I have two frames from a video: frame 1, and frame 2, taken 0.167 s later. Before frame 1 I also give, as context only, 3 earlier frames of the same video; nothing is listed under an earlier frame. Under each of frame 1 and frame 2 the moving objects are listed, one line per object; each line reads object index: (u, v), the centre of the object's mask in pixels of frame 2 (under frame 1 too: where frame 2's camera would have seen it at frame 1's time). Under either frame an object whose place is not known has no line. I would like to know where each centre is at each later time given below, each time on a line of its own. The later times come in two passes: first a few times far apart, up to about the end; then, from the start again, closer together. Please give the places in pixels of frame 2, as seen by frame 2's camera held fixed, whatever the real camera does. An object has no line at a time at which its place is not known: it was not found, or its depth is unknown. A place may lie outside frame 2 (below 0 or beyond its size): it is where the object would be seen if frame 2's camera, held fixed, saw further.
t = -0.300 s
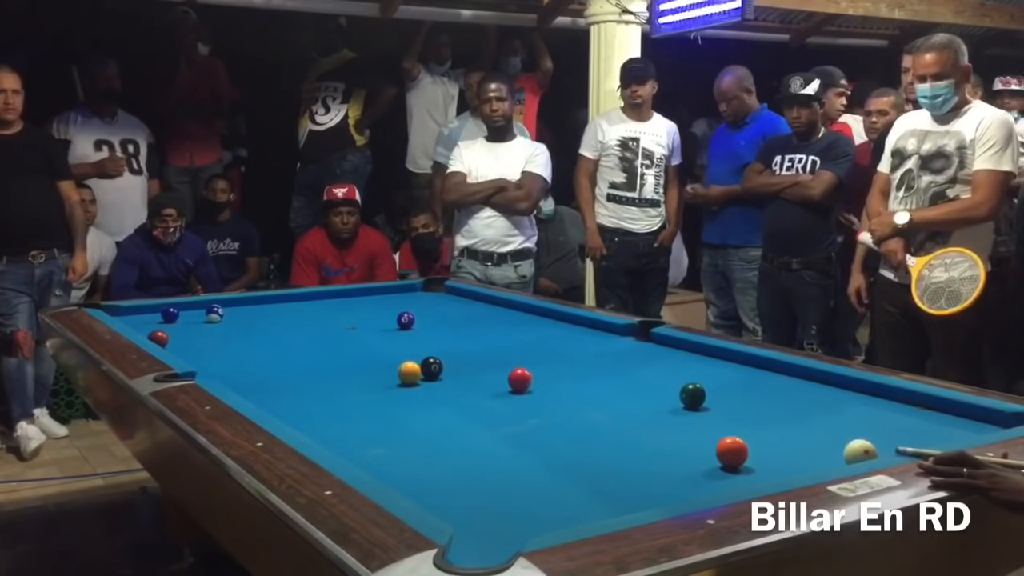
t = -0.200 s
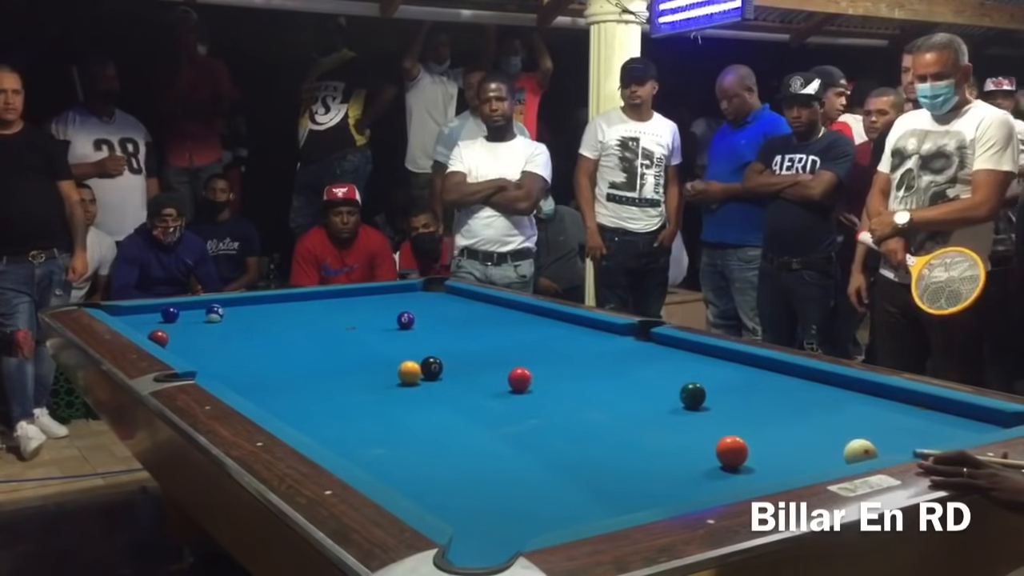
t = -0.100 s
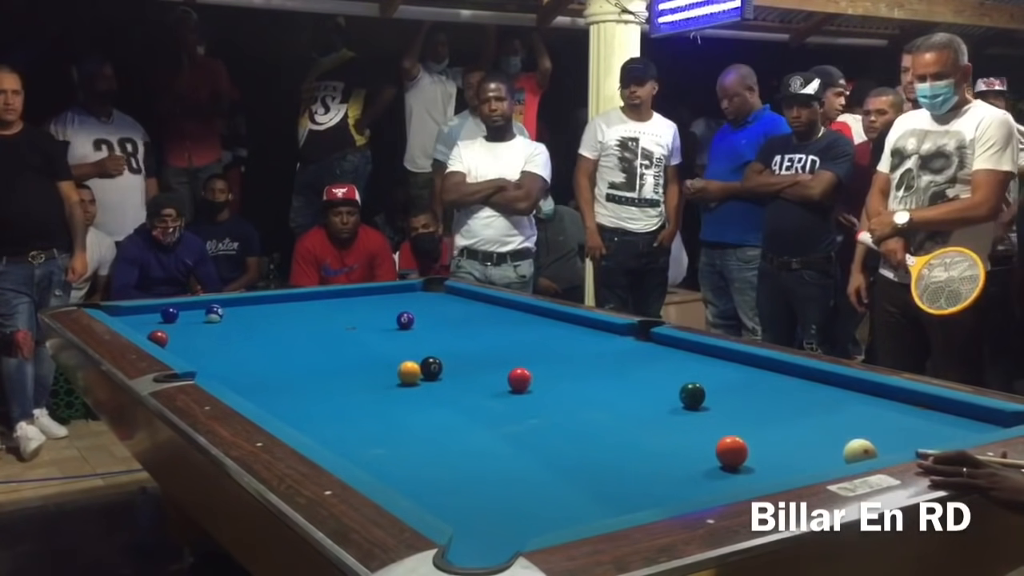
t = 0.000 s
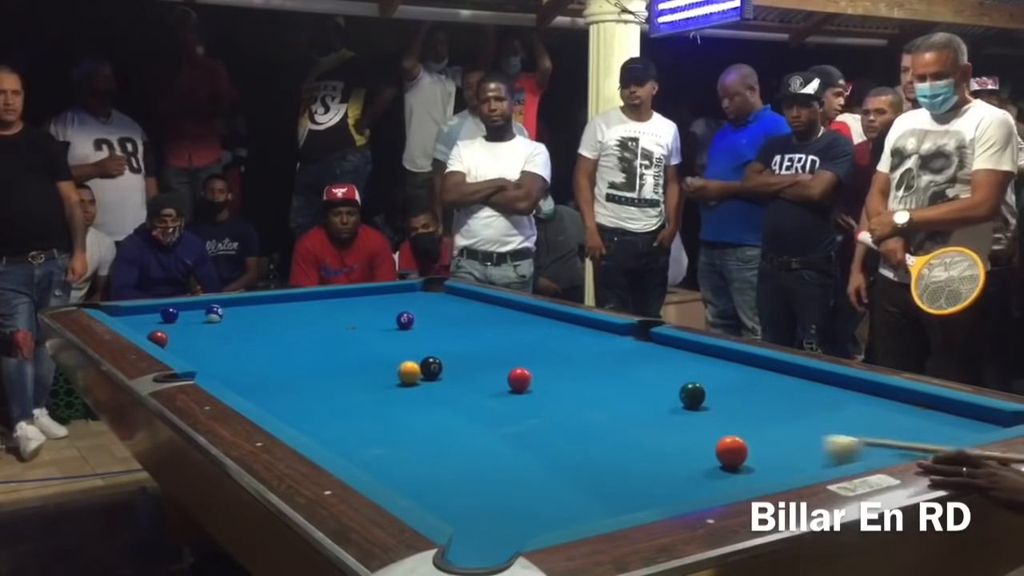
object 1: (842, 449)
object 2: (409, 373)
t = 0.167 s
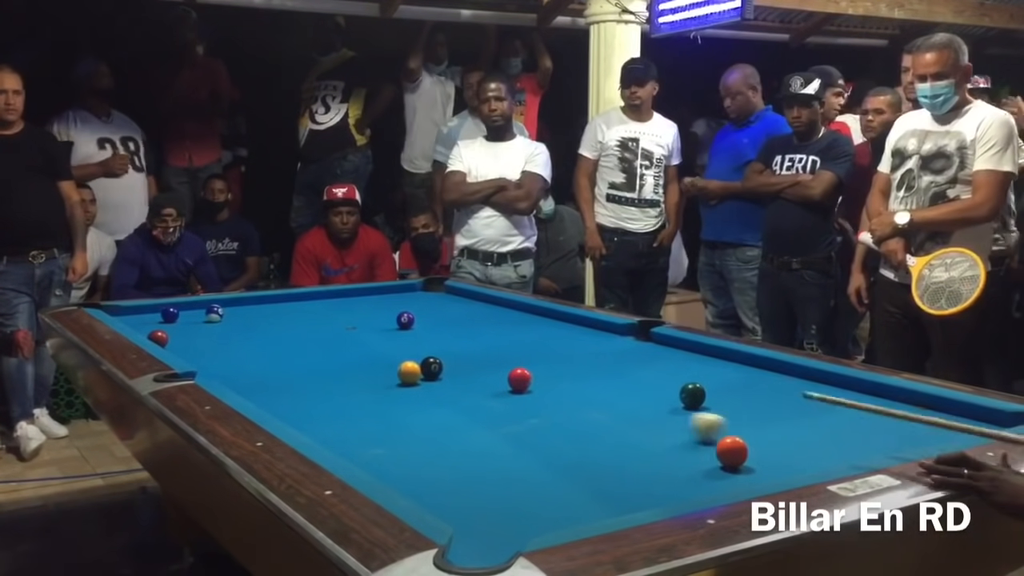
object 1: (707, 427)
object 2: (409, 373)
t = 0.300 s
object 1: (615, 411)
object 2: (409, 373)
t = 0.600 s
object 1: (446, 380)
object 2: (409, 373)
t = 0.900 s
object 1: (391, 374)
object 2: (335, 357)
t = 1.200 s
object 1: (349, 370)
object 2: (271, 343)
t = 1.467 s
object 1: (315, 366)
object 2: (221, 332)
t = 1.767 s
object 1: (281, 363)
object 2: (173, 321)
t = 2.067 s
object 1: (250, 360)
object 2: (132, 312)
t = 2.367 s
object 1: (223, 357)
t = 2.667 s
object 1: (199, 354)
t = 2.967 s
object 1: (179, 349)
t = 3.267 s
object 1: (175, 346)
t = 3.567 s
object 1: (179, 346)
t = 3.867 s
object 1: (181, 345)
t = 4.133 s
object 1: (182, 344)
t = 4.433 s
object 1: (183, 344)
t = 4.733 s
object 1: (183, 344)
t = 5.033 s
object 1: (183, 344)
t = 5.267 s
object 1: (183, 344)
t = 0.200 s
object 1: (683, 423)
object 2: (409, 373)
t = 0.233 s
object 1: (660, 419)
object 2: (409, 373)
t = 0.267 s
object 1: (637, 415)
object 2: (409, 373)
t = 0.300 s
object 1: (615, 411)
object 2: (409, 373)
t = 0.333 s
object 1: (594, 407)
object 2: (409, 373)
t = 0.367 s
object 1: (574, 404)
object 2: (409, 373)
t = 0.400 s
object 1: (553, 400)
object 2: (409, 373)
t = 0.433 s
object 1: (535, 397)
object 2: (409, 373)
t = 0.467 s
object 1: (515, 393)
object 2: (409, 373)
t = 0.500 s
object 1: (497, 389)
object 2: (409, 373)
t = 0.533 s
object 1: (479, 387)
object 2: (409, 373)
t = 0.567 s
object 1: (462, 383)
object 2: (409, 373)
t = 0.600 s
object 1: (446, 380)
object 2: (409, 373)
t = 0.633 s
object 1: (430, 378)
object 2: (408, 373)
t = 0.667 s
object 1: (423, 377)
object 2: (400, 371)
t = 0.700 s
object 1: (421, 378)
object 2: (388, 368)
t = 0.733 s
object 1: (417, 377)
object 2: (377, 366)
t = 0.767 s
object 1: (412, 377)
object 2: (368, 364)
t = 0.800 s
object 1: (407, 376)
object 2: (360, 362)
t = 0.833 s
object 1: (402, 375)
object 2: (351, 360)
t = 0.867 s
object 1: (396, 375)
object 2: (343, 359)
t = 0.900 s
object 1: (391, 374)
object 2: (335, 357)
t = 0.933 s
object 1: (387, 373)
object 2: (327, 355)
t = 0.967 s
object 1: (381, 373)
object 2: (319, 353)
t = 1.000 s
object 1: (377, 372)
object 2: (312, 352)
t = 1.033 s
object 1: (372, 372)
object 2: (305, 350)
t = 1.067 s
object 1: (367, 372)
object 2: (298, 349)
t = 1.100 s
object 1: (363, 371)
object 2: (291, 347)
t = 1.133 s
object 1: (358, 371)
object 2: (284, 346)
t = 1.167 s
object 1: (353, 370)
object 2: (277, 344)
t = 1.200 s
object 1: (349, 370)
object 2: (271, 343)
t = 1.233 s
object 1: (345, 369)
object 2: (264, 341)
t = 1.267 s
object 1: (340, 369)
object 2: (258, 340)
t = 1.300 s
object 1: (336, 368)
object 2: (252, 339)
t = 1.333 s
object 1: (332, 368)
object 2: (245, 337)
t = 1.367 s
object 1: (328, 367)
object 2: (239, 336)
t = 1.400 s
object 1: (323, 367)
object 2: (233, 335)
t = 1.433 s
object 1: (319, 367)
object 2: (227, 333)
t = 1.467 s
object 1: (315, 366)
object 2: (221, 332)
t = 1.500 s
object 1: (311, 366)
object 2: (216, 331)
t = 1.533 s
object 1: (307, 365)
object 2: (210, 330)
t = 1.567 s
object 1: (304, 365)
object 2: (204, 328)
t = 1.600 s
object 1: (299, 365)
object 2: (199, 327)
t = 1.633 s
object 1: (296, 364)
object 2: (194, 326)
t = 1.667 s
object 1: (292, 364)
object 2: (189, 325)
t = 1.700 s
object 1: (288, 363)
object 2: (183, 324)
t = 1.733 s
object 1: (284, 363)
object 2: (178, 323)
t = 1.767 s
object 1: (281, 363)
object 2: (173, 321)
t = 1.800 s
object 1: (277, 362)
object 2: (169, 320)
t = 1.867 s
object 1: (270, 362)
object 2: (159, 318)
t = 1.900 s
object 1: (267, 361)
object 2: (154, 317)
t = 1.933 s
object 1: (264, 361)
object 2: (150, 316)
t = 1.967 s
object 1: (260, 360)
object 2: (145, 315)
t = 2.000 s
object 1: (257, 360)
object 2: (141, 314)
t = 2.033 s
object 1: (253, 360)
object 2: (136, 313)
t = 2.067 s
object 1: (250, 360)
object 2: (132, 312)
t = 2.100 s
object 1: (247, 359)
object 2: (127, 311)
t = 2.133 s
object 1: (244, 358)
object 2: (124, 311)
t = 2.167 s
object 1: (241, 358)
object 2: (119, 310)
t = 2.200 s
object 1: (238, 358)
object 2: (114, 309)
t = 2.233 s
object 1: (235, 358)
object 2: (109, 308)
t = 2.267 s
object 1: (232, 357)
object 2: (104, 309)
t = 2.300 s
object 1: (229, 357)
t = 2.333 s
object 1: (226, 357)
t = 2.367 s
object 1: (223, 357)
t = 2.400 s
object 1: (221, 356)
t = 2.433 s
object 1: (218, 356)
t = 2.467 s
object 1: (215, 356)
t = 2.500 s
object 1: (212, 355)
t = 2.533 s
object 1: (210, 355)
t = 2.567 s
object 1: (207, 355)
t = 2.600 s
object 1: (204, 354)
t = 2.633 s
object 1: (202, 354)
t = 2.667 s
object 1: (199, 354)
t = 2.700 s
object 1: (197, 354)
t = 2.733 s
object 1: (195, 353)
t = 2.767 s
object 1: (192, 353)
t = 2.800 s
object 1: (190, 352)
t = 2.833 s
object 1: (188, 352)
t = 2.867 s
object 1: (186, 351)
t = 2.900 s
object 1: (184, 351)
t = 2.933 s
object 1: (182, 350)
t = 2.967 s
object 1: (179, 349)
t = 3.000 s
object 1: (178, 349)
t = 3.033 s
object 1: (176, 348)
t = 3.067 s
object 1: (174, 347)
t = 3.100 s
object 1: (174, 347)
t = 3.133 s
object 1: (174, 347)
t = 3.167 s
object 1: (174, 346)
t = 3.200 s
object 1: (175, 346)
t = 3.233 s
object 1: (175, 346)
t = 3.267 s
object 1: (175, 346)
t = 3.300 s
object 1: (176, 346)
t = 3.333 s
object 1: (176, 346)
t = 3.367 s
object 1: (177, 346)
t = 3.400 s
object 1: (177, 347)
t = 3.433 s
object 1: (177, 347)
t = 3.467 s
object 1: (178, 346)
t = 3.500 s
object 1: (178, 347)
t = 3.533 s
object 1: (178, 346)
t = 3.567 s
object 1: (179, 346)
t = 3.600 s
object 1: (179, 346)
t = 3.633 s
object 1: (179, 346)
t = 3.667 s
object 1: (179, 346)
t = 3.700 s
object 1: (179, 346)
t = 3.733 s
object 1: (180, 346)
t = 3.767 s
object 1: (180, 346)
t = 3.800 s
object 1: (180, 346)
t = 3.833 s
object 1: (180, 346)
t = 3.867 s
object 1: (181, 345)
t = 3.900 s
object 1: (181, 345)
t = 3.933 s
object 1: (181, 345)
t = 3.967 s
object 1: (182, 345)
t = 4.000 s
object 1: (182, 345)
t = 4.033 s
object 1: (182, 345)
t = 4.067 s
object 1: (182, 345)
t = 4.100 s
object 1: (182, 344)
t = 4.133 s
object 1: (182, 344)
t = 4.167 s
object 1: (183, 344)
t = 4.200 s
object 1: (183, 344)
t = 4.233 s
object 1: (183, 344)
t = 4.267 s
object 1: (183, 344)
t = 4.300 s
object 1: (183, 344)
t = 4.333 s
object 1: (183, 344)
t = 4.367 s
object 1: (183, 344)
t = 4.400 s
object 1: (183, 344)
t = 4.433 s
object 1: (183, 344)
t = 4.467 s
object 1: (183, 344)
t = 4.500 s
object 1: (183, 344)
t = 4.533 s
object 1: (183, 344)
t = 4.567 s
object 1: (183, 344)
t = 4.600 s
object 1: (183, 344)
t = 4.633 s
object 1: (183, 344)
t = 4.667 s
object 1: (183, 344)
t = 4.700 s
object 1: (183, 344)
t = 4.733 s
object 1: (183, 344)
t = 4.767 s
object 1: (183, 344)
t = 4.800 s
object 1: (183, 344)
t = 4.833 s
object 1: (183, 344)
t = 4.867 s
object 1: (183, 344)
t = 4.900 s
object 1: (183, 344)
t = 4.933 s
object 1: (183, 344)
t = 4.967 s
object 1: (183, 344)
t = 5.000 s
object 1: (183, 344)
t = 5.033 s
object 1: (183, 344)
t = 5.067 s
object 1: (183, 344)
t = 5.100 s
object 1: (183, 344)
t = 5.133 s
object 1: (183, 344)
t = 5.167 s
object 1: (183, 344)
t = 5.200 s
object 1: (183, 344)
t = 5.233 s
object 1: (183, 344)
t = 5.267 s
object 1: (183, 344)
